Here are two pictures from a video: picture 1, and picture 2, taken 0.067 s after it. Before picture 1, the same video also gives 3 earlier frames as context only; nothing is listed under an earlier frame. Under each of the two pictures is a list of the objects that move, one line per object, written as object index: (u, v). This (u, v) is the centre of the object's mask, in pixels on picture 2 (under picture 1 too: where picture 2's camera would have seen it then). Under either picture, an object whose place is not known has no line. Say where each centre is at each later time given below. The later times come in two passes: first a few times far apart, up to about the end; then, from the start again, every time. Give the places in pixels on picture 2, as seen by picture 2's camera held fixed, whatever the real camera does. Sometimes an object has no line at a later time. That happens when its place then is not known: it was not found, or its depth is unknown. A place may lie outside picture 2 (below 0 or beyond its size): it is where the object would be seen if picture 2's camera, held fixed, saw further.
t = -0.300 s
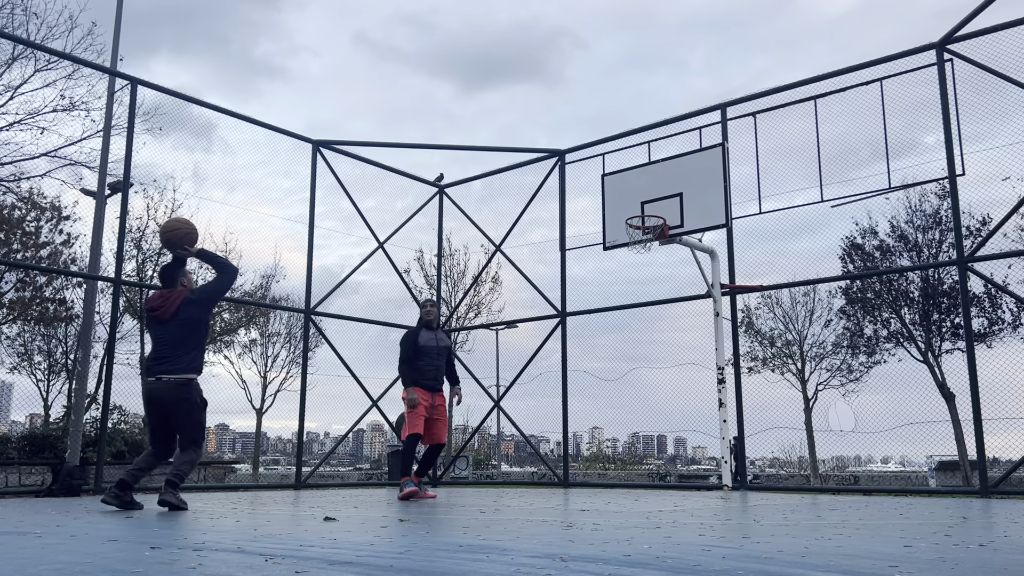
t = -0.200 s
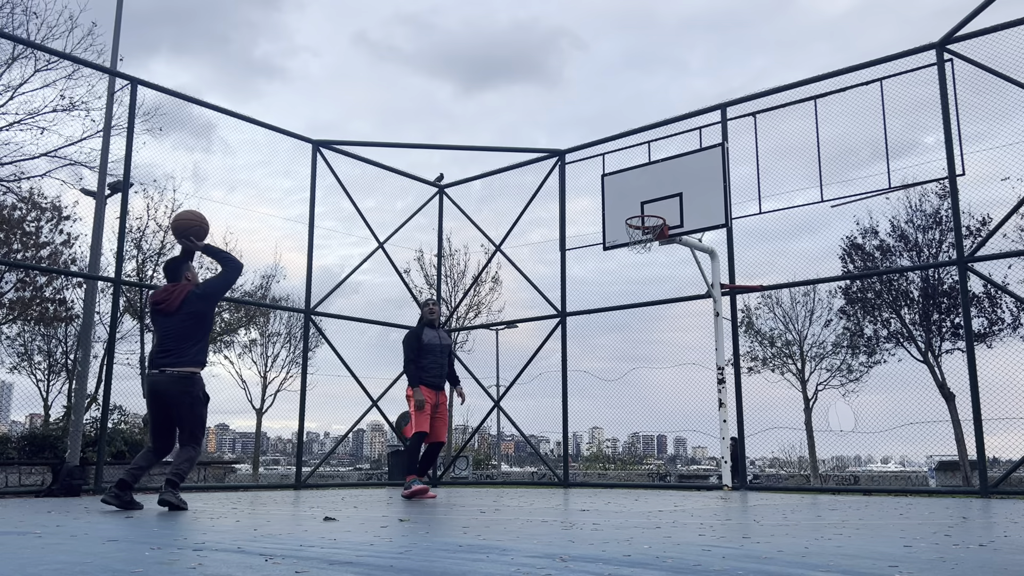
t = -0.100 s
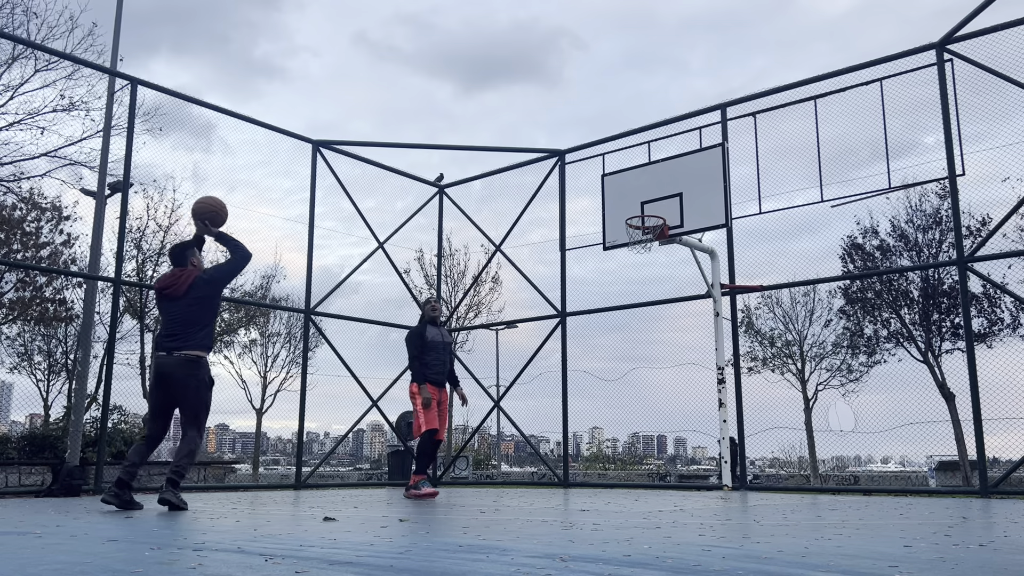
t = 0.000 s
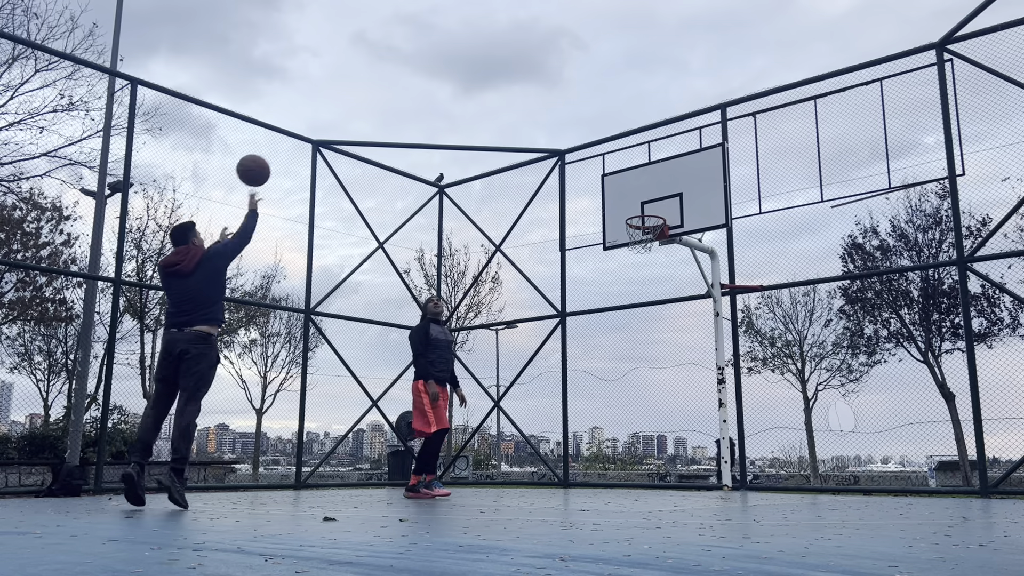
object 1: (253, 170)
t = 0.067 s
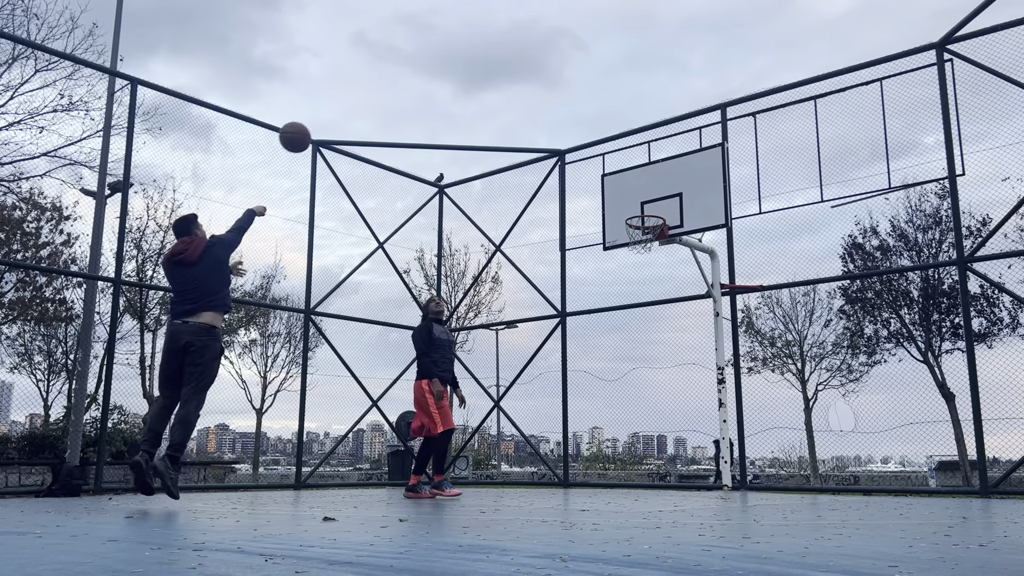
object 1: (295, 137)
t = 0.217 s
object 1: (372, 90)
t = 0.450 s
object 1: (462, 71)
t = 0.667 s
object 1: (524, 94)
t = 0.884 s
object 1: (574, 148)
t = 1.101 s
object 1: (618, 229)
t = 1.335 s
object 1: (658, 340)
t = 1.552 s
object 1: (694, 466)
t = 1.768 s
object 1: (701, 408)
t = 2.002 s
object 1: (693, 362)
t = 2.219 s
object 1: (685, 353)
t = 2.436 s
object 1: (677, 377)
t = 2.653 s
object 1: (671, 436)
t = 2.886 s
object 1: (668, 449)
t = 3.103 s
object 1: (669, 410)
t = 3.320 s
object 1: (671, 405)
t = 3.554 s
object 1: (672, 430)
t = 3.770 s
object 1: (667, 471)
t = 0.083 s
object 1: (305, 130)
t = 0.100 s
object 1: (314, 124)
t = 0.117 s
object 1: (323, 118)
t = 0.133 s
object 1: (332, 112)
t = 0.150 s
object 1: (340, 107)
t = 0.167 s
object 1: (349, 102)
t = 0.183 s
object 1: (357, 98)
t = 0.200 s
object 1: (365, 94)
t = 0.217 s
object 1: (372, 90)
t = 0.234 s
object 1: (380, 87)
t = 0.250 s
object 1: (387, 84)
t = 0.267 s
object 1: (394, 81)
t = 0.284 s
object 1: (401, 79)
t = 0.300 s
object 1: (408, 77)
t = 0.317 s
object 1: (415, 75)
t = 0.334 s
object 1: (421, 74)
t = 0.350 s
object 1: (427, 72)
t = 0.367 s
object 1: (433, 71)
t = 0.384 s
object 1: (439, 71)
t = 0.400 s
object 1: (445, 70)
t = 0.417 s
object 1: (451, 70)
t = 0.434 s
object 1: (456, 70)
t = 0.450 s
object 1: (462, 71)
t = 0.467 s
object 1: (467, 71)
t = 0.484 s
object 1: (472, 72)
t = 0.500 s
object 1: (478, 73)
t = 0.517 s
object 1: (483, 74)
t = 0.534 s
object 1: (487, 76)
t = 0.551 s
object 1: (492, 77)
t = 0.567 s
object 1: (497, 79)
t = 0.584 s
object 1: (502, 81)
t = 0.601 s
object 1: (507, 84)
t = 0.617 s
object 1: (511, 86)
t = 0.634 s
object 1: (516, 88)
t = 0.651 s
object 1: (520, 91)
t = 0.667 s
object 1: (524, 94)
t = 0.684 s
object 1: (528, 97)
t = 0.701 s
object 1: (533, 100)
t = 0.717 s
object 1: (537, 104)
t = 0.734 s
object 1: (541, 108)
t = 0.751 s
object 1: (545, 112)
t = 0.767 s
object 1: (549, 116)
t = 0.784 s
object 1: (552, 120)
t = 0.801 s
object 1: (556, 124)
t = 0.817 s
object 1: (560, 129)
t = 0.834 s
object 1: (564, 133)
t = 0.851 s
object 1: (567, 138)
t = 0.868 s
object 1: (571, 143)
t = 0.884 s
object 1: (574, 148)
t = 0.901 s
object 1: (578, 154)
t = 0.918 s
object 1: (581, 159)
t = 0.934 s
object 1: (585, 165)
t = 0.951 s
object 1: (588, 171)
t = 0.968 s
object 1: (592, 177)
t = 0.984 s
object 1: (595, 183)
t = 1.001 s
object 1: (598, 189)
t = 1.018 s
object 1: (602, 195)
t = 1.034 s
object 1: (605, 202)
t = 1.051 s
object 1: (608, 208)
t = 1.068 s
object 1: (611, 215)
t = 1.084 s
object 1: (614, 222)
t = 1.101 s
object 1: (618, 229)
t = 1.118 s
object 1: (621, 236)
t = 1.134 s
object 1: (623, 243)
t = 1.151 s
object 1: (626, 251)
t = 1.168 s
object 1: (629, 258)
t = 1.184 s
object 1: (632, 266)
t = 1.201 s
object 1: (635, 274)
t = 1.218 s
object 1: (638, 282)
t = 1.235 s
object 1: (641, 290)
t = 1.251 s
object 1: (644, 297)
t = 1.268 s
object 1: (647, 306)
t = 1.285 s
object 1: (650, 314)
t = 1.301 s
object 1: (652, 323)
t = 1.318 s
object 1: (655, 332)
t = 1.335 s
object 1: (658, 340)
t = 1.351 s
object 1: (661, 349)
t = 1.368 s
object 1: (664, 358)
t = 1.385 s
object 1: (667, 367)
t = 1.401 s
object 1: (669, 377)
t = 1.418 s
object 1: (672, 386)
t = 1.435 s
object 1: (675, 396)
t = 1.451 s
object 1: (677, 405)
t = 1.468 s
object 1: (680, 415)
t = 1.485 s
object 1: (683, 425)
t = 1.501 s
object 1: (686, 434)
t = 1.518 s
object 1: (688, 445)
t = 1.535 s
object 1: (691, 456)
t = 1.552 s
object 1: (694, 466)
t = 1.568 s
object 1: (696, 477)
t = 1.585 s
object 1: (698, 482)
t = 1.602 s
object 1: (699, 475)
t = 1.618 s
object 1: (699, 466)
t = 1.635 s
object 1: (699, 459)
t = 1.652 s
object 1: (699, 451)
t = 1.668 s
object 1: (699, 444)
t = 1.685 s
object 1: (700, 437)
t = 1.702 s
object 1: (700, 430)
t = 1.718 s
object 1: (700, 424)
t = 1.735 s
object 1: (700, 418)
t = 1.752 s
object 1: (700, 412)
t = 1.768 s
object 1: (701, 408)
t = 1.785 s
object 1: (700, 403)
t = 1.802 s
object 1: (700, 399)
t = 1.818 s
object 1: (700, 395)
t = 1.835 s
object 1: (699, 391)
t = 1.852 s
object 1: (699, 387)
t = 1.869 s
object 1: (698, 384)
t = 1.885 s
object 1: (698, 380)
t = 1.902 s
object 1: (697, 377)
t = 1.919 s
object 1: (696, 374)
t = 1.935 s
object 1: (695, 371)
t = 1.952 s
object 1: (695, 369)
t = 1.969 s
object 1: (694, 366)
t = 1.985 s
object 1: (694, 364)
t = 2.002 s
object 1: (693, 362)
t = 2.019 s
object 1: (692, 360)
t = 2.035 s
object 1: (691, 359)
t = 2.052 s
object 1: (691, 357)
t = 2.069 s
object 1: (690, 356)
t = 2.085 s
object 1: (690, 355)
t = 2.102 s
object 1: (689, 354)
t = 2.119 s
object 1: (688, 354)
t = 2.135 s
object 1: (687, 353)
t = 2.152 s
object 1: (687, 353)
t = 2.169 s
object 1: (686, 353)
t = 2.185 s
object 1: (686, 353)
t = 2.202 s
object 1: (685, 353)
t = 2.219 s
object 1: (685, 353)
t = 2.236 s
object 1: (684, 354)
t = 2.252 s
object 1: (683, 355)
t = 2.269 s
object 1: (683, 356)
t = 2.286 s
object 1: (682, 357)
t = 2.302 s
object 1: (682, 359)
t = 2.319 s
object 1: (681, 360)
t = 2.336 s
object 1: (680, 362)
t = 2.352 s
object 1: (680, 364)
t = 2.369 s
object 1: (679, 367)
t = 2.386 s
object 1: (679, 369)
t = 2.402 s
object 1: (678, 372)
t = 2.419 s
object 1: (678, 374)
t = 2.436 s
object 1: (677, 377)
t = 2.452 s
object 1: (677, 381)
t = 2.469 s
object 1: (676, 384)
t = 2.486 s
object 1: (676, 388)
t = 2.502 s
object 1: (675, 391)
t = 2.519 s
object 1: (675, 396)
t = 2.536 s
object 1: (674, 400)
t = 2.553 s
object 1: (674, 404)
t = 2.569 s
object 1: (673, 409)
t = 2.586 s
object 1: (673, 414)
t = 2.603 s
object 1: (672, 419)
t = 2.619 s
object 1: (672, 424)
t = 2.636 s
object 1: (672, 430)
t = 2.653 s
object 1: (671, 436)
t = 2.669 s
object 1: (671, 442)
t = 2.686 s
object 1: (671, 448)
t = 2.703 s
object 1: (671, 454)
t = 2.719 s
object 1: (669, 461)
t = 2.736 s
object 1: (669, 468)
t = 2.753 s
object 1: (669, 475)
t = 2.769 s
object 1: (669, 481)
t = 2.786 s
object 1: (668, 478)
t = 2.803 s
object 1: (667, 472)
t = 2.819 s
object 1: (668, 469)
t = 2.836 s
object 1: (667, 464)
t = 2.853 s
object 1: (668, 458)
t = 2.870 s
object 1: (667, 453)
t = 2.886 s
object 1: (668, 449)
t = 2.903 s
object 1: (668, 444)
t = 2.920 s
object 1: (668, 440)
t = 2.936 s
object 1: (668, 437)
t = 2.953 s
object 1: (668, 433)
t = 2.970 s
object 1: (668, 429)
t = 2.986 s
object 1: (668, 426)
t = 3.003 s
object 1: (669, 423)
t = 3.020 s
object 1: (669, 420)
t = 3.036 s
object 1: (669, 418)
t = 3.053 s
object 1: (669, 416)
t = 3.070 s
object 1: (669, 414)
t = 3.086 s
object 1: (669, 412)
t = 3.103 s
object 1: (669, 410)
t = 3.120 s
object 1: (669, 408)
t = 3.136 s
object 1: (670, 407)
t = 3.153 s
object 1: (670, 406)
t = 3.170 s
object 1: (670, 405)
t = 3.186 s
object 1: (670, 404)
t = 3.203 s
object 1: (670, 404)
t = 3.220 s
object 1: (670, 403)
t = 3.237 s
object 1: (670, 403)
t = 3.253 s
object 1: (670, 403)
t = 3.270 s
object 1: (671, 404)
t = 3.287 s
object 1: (671, 404)
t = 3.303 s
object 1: (671, 405)
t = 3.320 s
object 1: (671, 405)
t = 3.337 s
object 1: (672, 406)
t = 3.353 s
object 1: (672, 408)
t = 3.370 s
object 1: (672, 409)
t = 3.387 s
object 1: (672, 411)
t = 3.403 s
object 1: (672, 413)
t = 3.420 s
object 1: (673, 414)
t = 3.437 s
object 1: (673, 417)
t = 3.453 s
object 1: (673, 419)
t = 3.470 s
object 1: (673, 421)
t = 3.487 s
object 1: (673, 423)
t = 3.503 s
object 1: (673, 425)
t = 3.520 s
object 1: (673, 427)
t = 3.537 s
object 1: (672, 428)
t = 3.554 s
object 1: (672, 430)
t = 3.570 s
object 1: (671, 432)
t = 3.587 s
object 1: (671, 434)
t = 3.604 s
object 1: (671, 436)
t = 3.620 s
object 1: (670, 439)
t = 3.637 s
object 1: (670, 442)
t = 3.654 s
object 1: (670, 445)
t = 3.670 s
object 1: (669, 448)
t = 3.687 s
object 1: (669, 451)
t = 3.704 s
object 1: (668, 455)
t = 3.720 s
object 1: (668, 458)
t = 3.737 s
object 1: (667, 462)
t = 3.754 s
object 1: (667, 467)
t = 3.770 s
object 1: (667, 471)
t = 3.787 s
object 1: (666, 476)
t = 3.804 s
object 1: (665, 478)
